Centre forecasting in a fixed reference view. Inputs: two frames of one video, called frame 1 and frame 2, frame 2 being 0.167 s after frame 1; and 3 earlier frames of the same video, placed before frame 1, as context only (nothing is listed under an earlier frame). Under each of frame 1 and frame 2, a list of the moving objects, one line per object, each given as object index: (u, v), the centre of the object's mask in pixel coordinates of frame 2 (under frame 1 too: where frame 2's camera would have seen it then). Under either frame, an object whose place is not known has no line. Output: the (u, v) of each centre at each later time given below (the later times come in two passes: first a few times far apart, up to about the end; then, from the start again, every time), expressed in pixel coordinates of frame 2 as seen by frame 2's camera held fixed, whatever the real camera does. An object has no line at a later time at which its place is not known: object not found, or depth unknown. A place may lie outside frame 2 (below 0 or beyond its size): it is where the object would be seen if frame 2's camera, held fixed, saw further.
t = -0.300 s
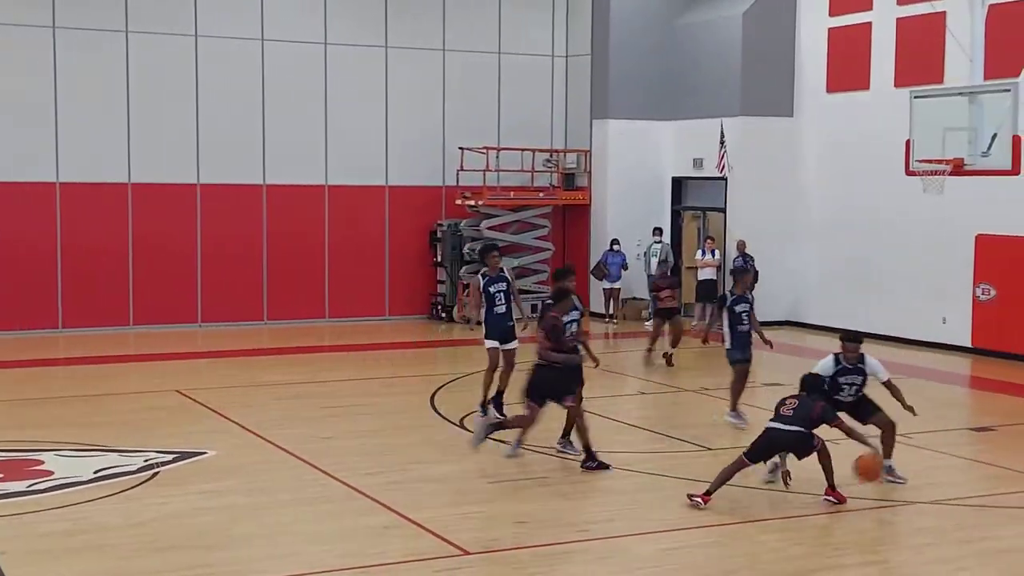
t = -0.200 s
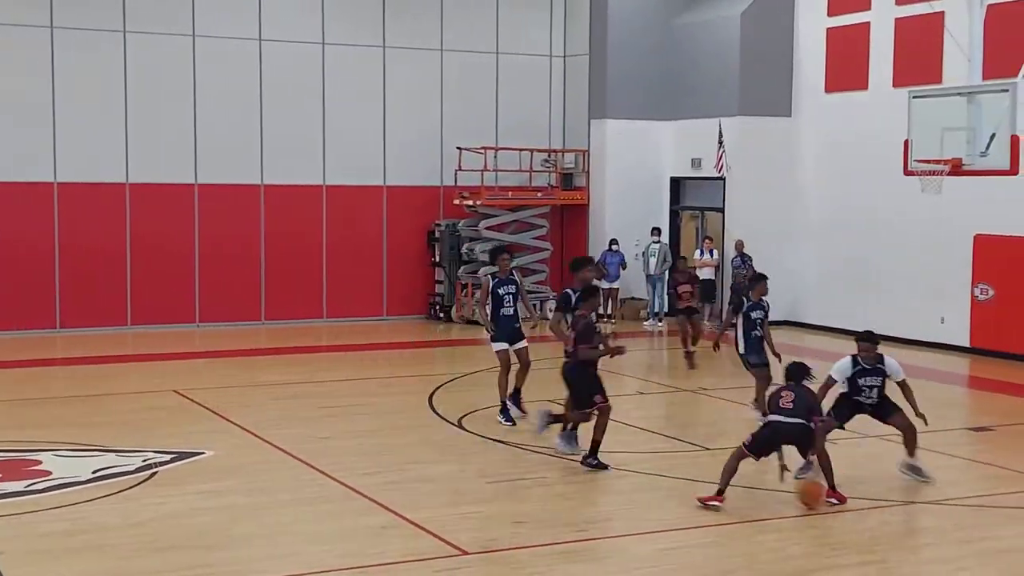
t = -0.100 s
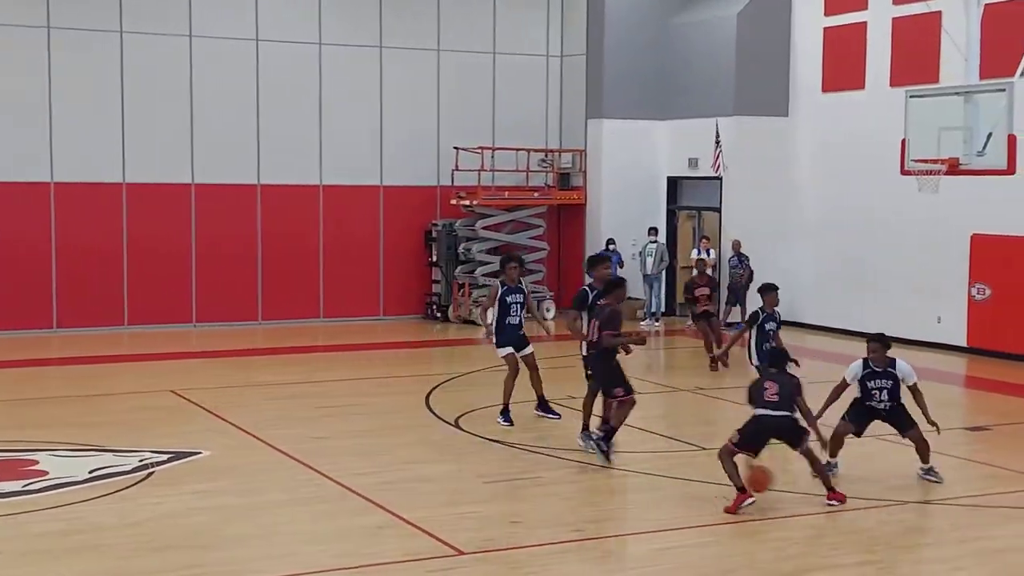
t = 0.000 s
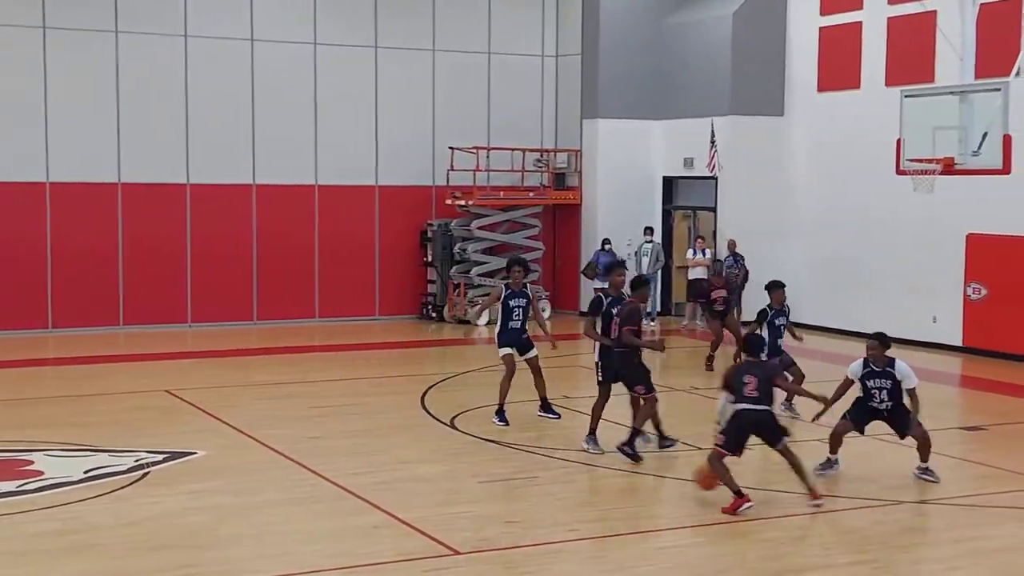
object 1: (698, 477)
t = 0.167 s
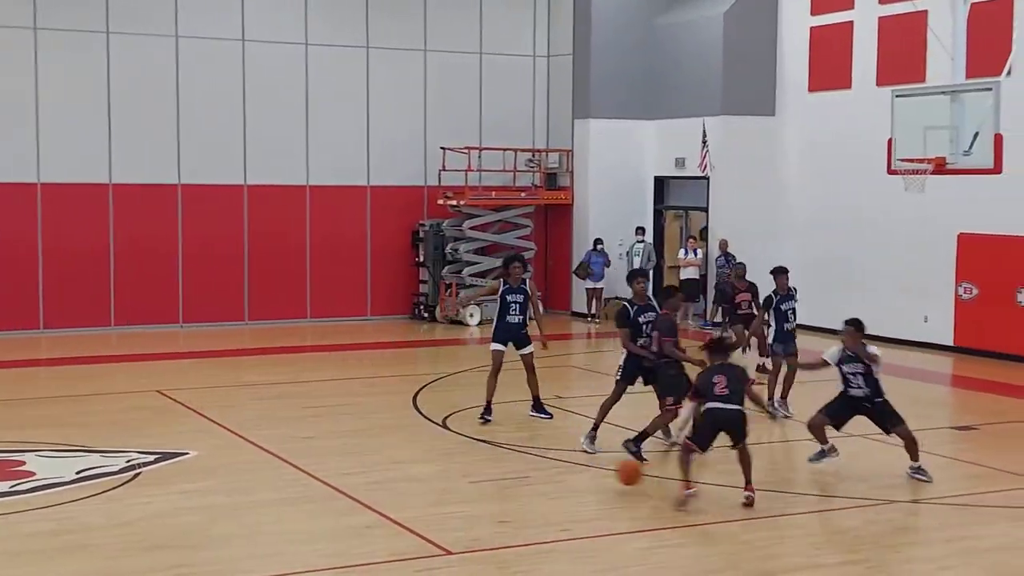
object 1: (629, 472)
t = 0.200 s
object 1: (616, 470)
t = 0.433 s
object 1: (527, 465)
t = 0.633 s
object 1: (457, 461)
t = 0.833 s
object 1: (390, 457)
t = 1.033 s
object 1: (326, 454)
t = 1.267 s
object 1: (255, 449)
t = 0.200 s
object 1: (616, 470)
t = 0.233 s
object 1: (603, 468)
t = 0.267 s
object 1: (590, 469)
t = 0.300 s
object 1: (578, 470)
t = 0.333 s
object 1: (564, 473)
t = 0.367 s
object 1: (551, 472)
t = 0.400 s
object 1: (539, 468)
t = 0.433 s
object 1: (527, 465)
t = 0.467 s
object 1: (515, 464)
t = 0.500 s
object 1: (504, 464)
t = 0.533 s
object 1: (492, 466)
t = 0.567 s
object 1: (480, 468)
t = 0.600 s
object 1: (468, 464)
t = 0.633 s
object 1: (457, 461)
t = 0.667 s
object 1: (446, 460)
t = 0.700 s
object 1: (434, 460)
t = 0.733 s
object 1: (424, 461)
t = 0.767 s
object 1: (412, 461)
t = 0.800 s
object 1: (401, 458)
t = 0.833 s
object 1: (390, 457)
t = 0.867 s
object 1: (379, 457)
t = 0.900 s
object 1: (368, 458)
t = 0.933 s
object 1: (357, 456)
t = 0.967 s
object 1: (347, 454)
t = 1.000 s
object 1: (336, 453)
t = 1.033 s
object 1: (326, 454)
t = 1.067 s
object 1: (316, 454)
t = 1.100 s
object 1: (305, 451)
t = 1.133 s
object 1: (295, 451)
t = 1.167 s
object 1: (285, 451)
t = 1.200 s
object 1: (275, 450)
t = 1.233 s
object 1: (265, 448)
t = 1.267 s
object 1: (255, 449)
